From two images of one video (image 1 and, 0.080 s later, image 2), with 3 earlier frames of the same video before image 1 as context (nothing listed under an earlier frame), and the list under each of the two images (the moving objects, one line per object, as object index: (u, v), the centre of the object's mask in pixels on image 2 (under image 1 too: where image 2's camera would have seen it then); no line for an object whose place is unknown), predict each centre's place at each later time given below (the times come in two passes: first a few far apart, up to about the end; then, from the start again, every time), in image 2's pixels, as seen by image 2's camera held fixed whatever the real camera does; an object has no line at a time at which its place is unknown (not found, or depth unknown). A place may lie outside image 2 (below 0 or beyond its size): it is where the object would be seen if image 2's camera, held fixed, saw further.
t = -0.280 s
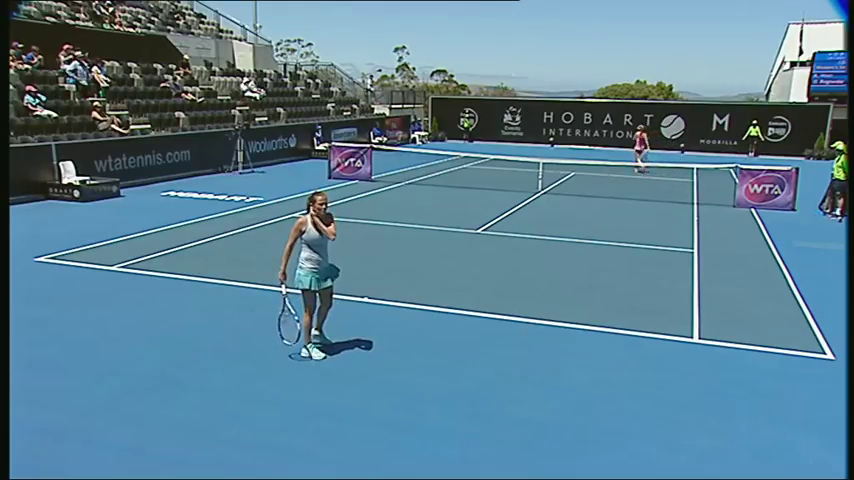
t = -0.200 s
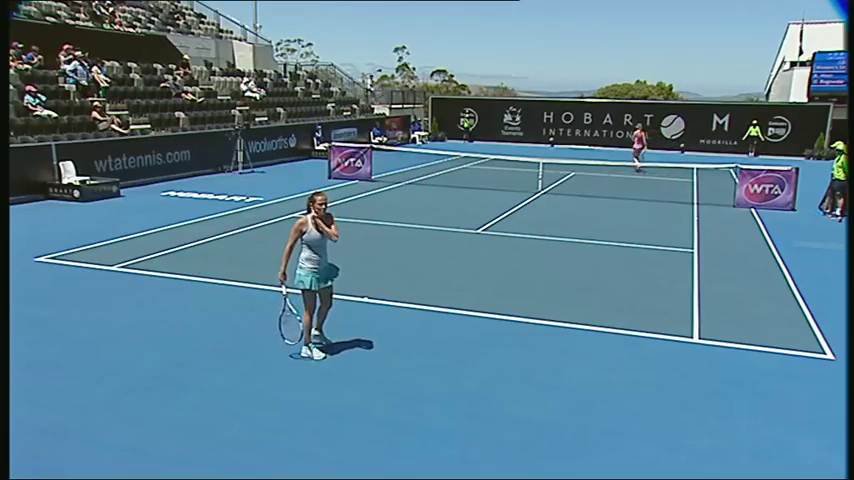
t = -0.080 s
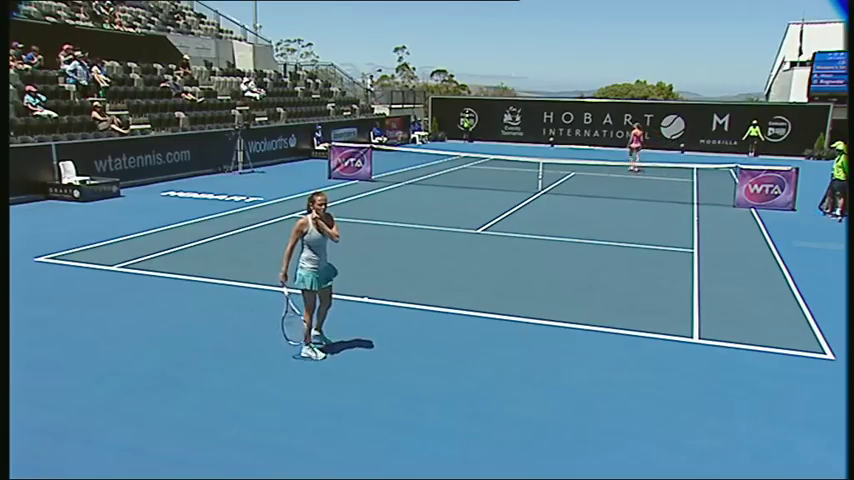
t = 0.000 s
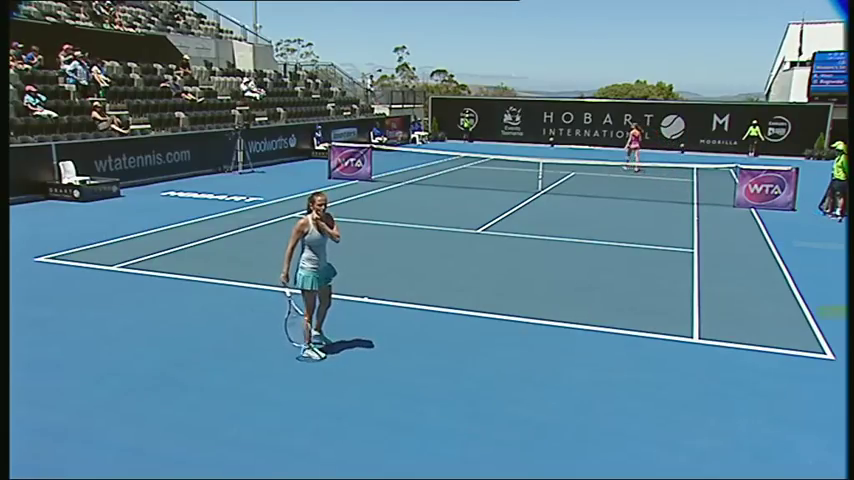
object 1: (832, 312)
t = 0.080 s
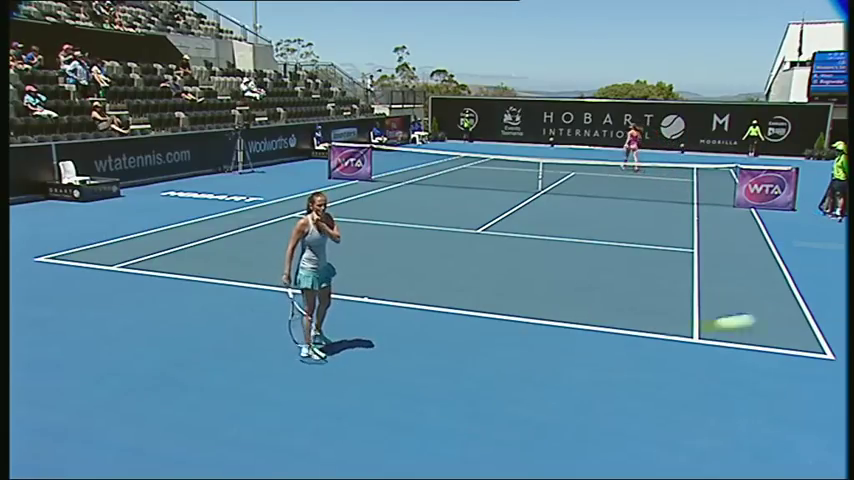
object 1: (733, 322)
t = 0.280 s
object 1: (521, 385)
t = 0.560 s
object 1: (409, 359)
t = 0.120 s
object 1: (678, 331)
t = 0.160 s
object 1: (624, 345)
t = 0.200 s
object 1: (587, 357)
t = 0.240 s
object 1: (552, 371)
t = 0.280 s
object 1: (521, 385)
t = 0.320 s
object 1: (494, 400)
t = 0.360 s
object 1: (470, 415)
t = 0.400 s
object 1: (449, 430)
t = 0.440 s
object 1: (431, 441)
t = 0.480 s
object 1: (423, 417)
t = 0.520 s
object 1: (415, 385)
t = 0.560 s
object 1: (409, 359)
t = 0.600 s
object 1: (403, 337)
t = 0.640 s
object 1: (396, 315)
